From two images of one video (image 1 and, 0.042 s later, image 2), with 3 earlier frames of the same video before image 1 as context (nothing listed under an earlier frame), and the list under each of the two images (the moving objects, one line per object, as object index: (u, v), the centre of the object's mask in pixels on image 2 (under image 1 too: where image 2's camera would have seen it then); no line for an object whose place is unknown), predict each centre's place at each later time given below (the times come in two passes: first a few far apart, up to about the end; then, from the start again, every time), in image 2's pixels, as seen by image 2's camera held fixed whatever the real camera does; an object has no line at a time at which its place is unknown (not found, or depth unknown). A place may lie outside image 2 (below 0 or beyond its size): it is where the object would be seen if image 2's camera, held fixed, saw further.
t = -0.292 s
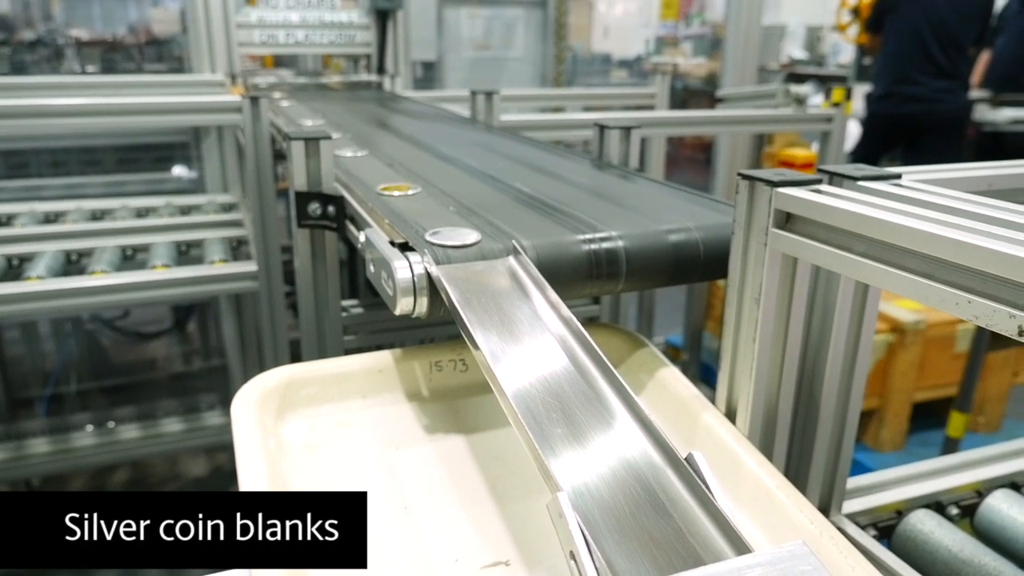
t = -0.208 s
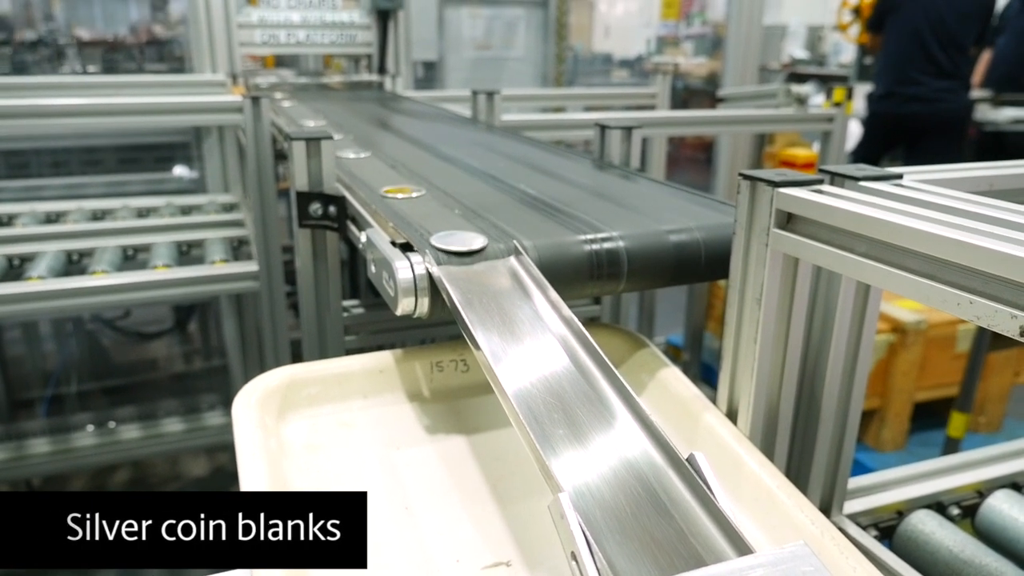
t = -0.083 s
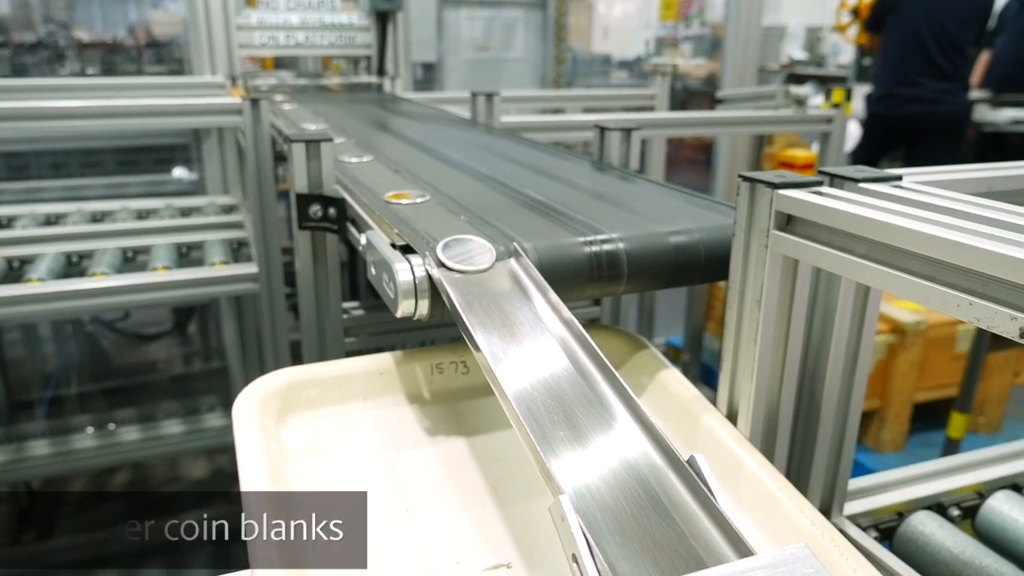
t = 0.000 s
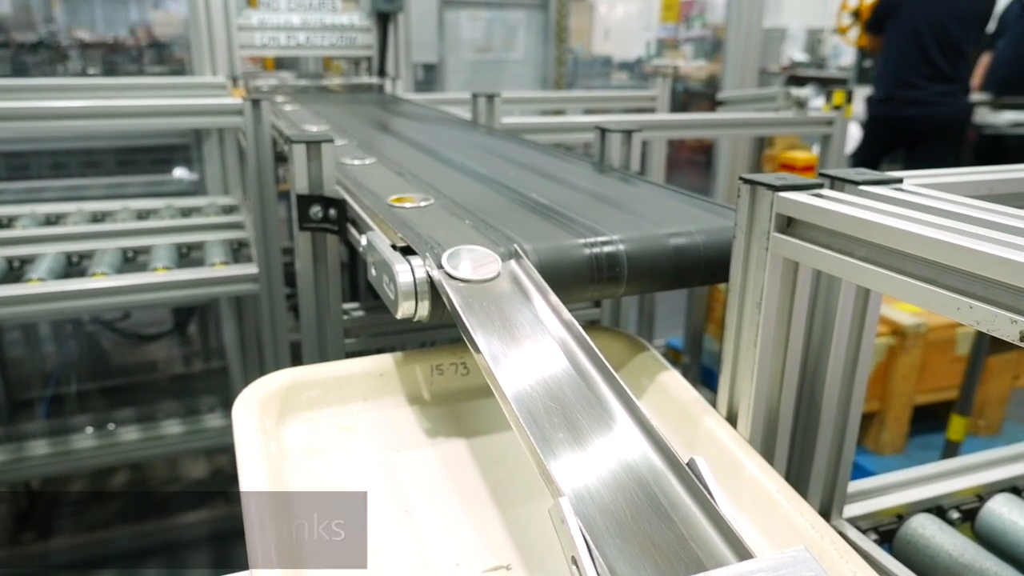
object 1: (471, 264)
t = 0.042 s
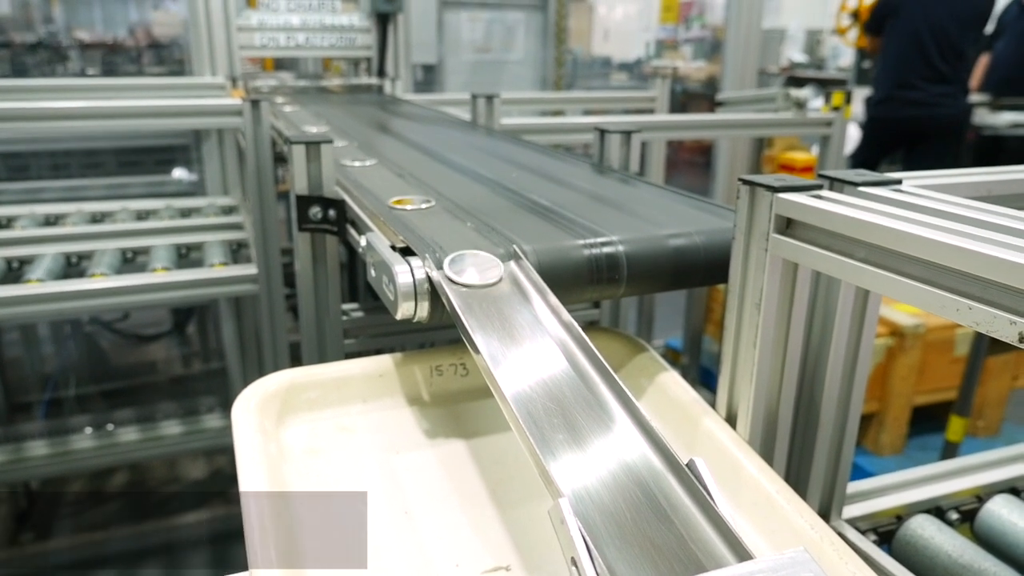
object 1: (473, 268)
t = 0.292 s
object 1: (495, 305)
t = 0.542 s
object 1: (538, 378)
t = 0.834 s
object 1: (648, 542)
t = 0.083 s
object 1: (476, 273)
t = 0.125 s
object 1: (479, 279)
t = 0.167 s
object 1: (482, 284)
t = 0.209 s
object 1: (486, 291)
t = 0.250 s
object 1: (490, 297)
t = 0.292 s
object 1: (495, 305)
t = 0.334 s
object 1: (500, 315)
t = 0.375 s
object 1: (506, 325)
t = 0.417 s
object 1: (513, 336)
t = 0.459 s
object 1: (520, 349)
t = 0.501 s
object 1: (528, 362)
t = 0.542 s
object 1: (538, 378)
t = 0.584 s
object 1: (550, 396)
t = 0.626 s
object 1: (560, 414)
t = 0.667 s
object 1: (573, 435)
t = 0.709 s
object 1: (589, 458)
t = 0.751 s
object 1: (608, 486)
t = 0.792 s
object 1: (628, 513)
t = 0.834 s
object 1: (648, 542)
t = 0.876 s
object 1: (662, 559)
